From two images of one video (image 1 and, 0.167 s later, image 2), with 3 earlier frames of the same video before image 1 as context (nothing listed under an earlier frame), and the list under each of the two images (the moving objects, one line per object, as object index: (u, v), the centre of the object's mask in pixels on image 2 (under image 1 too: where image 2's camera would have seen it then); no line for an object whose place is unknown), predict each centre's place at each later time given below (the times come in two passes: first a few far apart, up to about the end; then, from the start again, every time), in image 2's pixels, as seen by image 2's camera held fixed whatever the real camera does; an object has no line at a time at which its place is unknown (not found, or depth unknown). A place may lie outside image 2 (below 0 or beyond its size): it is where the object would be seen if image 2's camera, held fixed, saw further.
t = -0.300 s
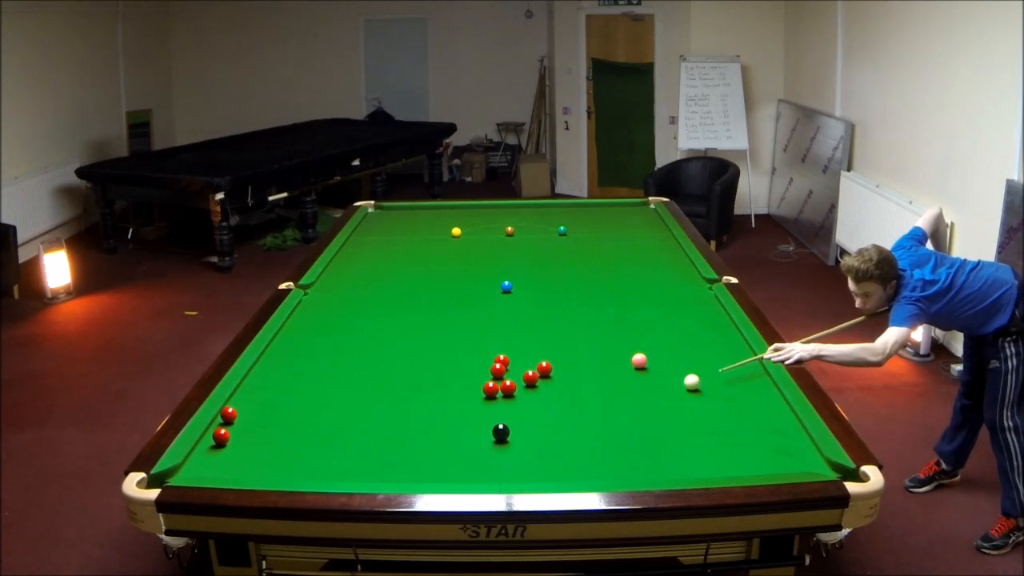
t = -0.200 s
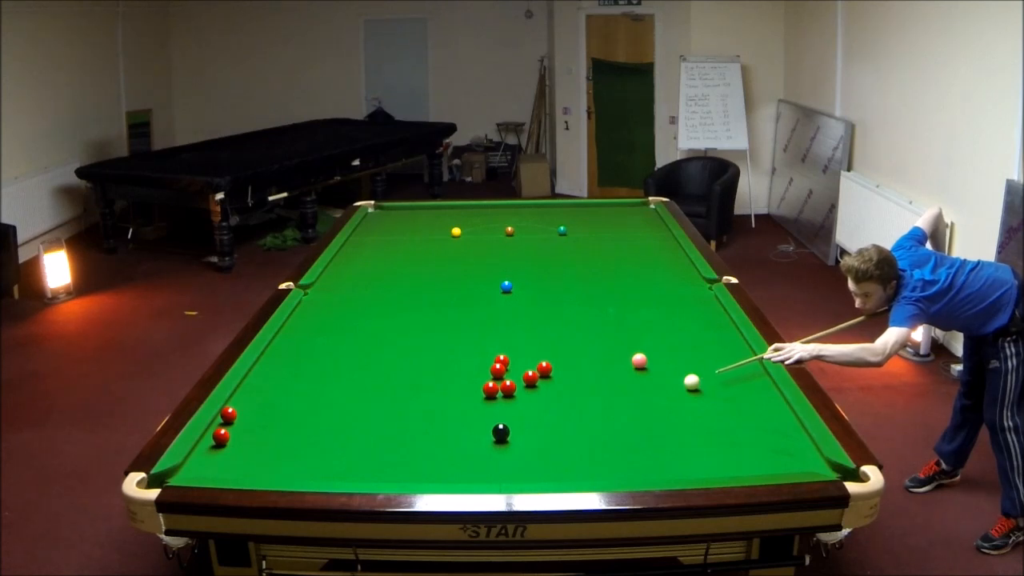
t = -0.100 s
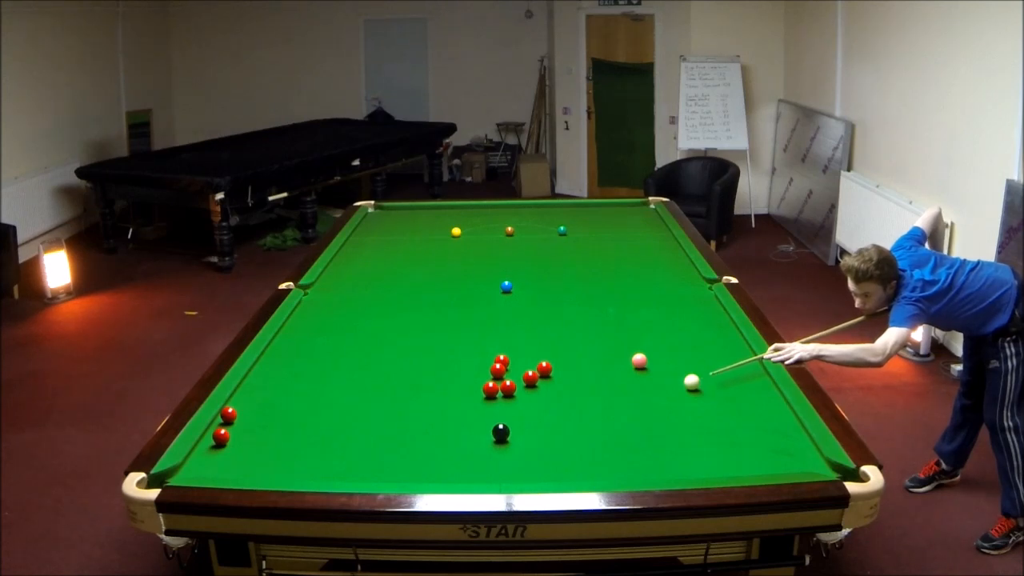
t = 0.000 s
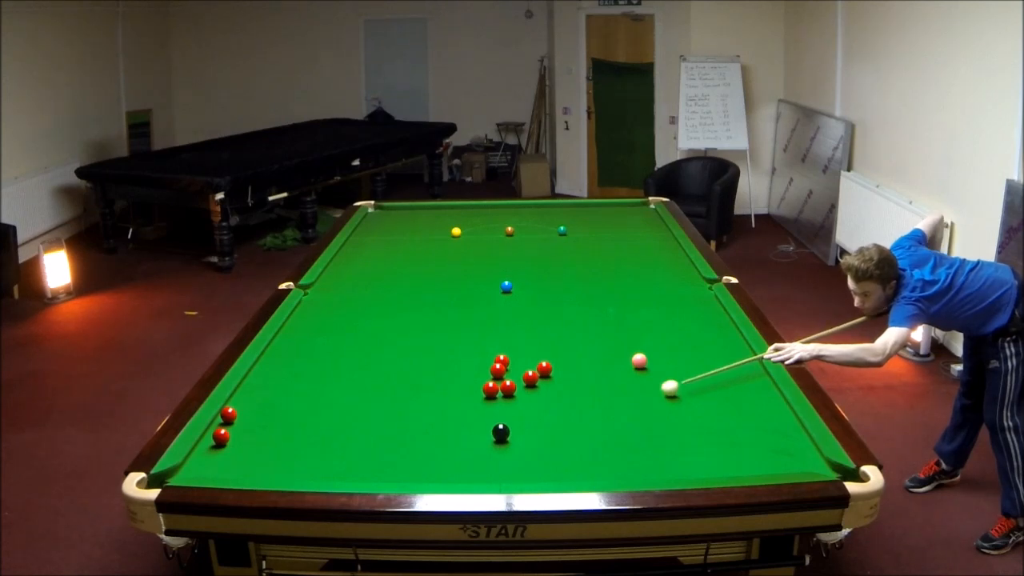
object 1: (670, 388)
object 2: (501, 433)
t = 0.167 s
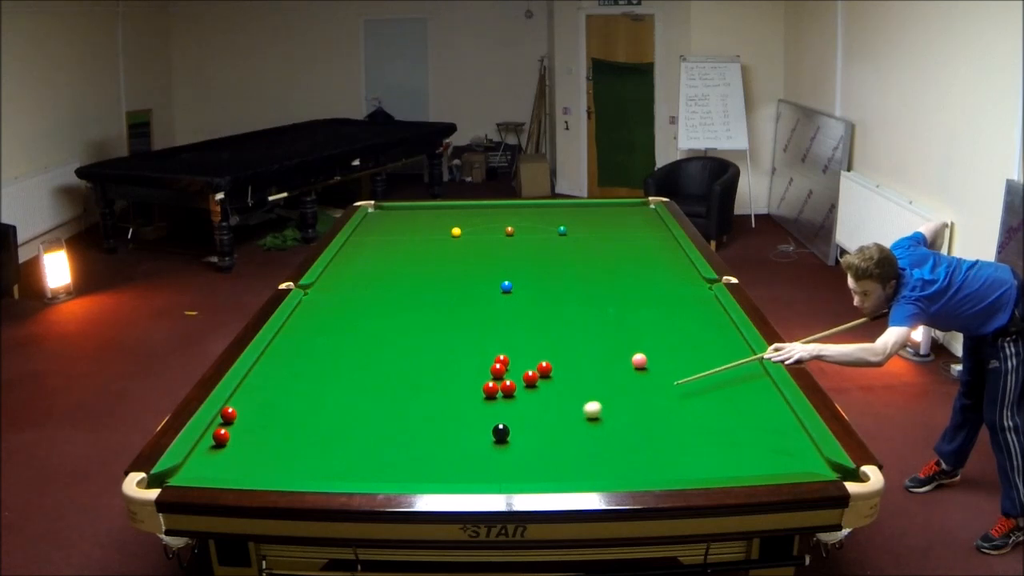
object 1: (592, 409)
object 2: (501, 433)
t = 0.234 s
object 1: (560, 418)
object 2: (501, 433)
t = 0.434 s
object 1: (516, 437)
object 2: (441, 442)
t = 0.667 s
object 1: (489, 454)
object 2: (347, 454)
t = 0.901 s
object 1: (460, 472)
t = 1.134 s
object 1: (436, 475)
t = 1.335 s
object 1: (421, 468)
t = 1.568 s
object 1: (406, 458)
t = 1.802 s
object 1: (393, 449)
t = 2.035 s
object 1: (381, 441)
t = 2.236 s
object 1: (371, 434)
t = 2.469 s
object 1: (361, 427)
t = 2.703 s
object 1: (352, 421)
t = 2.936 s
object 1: (344, 416)
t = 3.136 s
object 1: (337, 412)
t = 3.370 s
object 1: (331, 407)
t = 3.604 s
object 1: (325, 404)
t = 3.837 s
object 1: (320, 400)
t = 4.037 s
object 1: (316, 398)
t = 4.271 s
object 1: (312, 396)
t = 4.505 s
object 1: (309, 394)
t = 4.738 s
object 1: (307, 392)
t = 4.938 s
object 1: (305, 391)
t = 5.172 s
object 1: (303, 391)
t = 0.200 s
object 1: (576, 414)
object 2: (501, 433)
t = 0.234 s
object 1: (560, 418)
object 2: (501, 433)
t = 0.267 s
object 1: (544, 423)
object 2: (501, 433)
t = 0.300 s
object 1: (527, 427)
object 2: (501, 433)
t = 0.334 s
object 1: (518, 430)
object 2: (491, 434)
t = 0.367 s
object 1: (518, 432)
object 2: (474, 437)
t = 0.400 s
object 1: (517, 434)
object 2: (458, 439)
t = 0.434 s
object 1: (516, 437)
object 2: (441, 442)
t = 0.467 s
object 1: (513, 439)
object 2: (427, 444)
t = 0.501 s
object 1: (510, 441)
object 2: (412, 446)
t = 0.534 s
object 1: (505, 444)
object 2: (398, 447)
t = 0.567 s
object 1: (501, 446)
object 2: (385, 449)
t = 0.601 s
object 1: (497, 449)
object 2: (372, 451)
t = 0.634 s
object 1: (493, 451)
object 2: (359, 452)
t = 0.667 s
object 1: (489, 454)
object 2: (347, 454)
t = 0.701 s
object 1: (485, 456)
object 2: (333, 455)
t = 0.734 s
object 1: (481, 459)
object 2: (320, 457)
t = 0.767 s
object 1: (477, 461)
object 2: (308, 458)
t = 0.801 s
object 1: (473, 464)
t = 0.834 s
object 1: (468, 467)
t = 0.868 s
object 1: (464, 469)
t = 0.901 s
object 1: (460, 472)
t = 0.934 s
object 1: (456, 473)
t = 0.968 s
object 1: (452, 475)
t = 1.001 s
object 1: (447, 476)
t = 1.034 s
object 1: (443, 478)
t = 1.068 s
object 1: (440, 477)
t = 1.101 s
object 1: (438, 476)
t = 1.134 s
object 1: (436, 475)
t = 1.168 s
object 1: (433, 474)
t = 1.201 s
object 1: (431, 473)
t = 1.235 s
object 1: (428, 472)
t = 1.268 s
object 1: (426, 470)
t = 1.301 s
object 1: (424, 469)
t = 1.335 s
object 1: (421, 468)
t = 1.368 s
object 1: (419, 466)
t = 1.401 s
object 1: (417, 465)
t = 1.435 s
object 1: (415, 463)
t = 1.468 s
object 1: (413, 462)
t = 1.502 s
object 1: (410, 461)
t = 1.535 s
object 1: (408, 459)
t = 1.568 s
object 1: (406, 458)
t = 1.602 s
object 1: (405, 456)
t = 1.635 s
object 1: (402, 455)
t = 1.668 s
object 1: (400, 454)
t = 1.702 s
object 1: (398, 452)
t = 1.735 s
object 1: (397, 451)
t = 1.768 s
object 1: (395, 450)
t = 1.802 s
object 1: (393, 449)
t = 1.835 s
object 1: (391, 448)
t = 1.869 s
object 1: (389, 446)
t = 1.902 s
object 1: (388, 445)
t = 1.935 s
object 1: (386, 444)
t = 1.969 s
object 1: (384, 443)
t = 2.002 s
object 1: (382, 442)
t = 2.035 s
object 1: (381, 441)
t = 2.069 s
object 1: (379, 439)
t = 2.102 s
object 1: (377, 439)
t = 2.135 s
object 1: (376, 437)
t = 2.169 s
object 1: (374, 436)
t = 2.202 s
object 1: (372, 436)
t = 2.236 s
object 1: (371, 434)
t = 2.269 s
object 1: (369, 433)
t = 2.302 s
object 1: (368, 432)
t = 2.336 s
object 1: (366, 431)
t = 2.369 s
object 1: (365, 430)
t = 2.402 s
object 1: (364, 430)
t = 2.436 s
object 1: (362, 428)
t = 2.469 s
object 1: (361, 427)
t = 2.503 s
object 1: (359, 426)
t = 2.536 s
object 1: (358, 426)
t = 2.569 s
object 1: (357, 425)
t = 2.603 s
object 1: (356, 424)
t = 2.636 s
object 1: (354, 423)
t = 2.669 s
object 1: (353, 422)
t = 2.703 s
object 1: (352, 421)
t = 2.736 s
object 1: (350, 421)
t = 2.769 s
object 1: (349, 420)
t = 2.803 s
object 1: (348, 419)
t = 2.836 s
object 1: (347, 418)
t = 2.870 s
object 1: (346, 417)
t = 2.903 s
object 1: (345, 416)
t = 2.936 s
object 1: (344, 416)
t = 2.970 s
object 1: (343, 415)
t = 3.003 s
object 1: (341, 414)
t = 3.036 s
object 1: (341, 414)
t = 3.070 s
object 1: (339, 413)
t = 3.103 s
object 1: (338, 412)
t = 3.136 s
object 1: (337, 412)
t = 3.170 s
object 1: (336, 411)
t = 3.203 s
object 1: (335, 411)
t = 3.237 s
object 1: (334, 410)
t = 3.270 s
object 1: (333, 409)
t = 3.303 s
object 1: (333, 408)
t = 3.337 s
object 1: (332, 408)
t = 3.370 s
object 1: (331, 407)
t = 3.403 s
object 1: (330, 407)
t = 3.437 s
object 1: (329, 406)
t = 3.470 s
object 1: (328, 406)
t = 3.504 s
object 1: (327, 405)
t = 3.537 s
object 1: (326, 405)
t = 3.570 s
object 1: (326, 404)
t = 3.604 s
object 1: (325, 404)
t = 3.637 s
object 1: (324, 403)
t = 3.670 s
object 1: (323, 403)
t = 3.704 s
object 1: (323, 402)
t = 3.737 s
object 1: (322, 402)
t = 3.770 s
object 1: (321, 401)
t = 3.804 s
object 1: (321, 401)
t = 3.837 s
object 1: (320, 400)
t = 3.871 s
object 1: (319, 400)
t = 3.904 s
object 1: (319, 400)
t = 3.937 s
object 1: (318, 399)
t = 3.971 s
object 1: (317, 399)
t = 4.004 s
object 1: (317, 399)
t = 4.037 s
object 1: (316, 398)
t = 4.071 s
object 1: (316, 398)
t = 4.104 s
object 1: (315, 397)
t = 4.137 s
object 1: (314, 397)
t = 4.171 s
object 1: (314, 397)
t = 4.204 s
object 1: (313, 396)
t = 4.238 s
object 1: (313, 396)
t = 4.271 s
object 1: (312, 396)
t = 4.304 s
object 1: (312, 395)
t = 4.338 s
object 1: (311, 395)
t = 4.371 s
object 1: (311, 395)
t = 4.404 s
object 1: (311, 394)
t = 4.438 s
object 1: (310, 394)
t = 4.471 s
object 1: (310, 394)
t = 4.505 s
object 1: (309, 394)
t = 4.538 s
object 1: (309, 394)
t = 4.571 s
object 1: (308, 393)
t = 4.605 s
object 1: (308, 393)
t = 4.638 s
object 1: (308, 393)
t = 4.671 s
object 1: (307, 393)
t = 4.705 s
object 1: (307, 392)
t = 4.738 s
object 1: (307, 392)
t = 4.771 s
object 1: (306, 392)
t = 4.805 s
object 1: (306, 392)
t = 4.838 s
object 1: (306, 392)
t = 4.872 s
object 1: (306, 392)
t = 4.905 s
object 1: (305, 391)
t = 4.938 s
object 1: (305, 391)
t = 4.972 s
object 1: (305, 391)
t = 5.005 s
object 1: (304, 391)
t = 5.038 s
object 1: (304, 391)
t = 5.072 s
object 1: (304, 391)
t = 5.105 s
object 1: (304, 391)
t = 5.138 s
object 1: (304, 391)
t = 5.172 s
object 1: (303, 391)
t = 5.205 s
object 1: (303, 390)
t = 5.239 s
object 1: (303, 390)
